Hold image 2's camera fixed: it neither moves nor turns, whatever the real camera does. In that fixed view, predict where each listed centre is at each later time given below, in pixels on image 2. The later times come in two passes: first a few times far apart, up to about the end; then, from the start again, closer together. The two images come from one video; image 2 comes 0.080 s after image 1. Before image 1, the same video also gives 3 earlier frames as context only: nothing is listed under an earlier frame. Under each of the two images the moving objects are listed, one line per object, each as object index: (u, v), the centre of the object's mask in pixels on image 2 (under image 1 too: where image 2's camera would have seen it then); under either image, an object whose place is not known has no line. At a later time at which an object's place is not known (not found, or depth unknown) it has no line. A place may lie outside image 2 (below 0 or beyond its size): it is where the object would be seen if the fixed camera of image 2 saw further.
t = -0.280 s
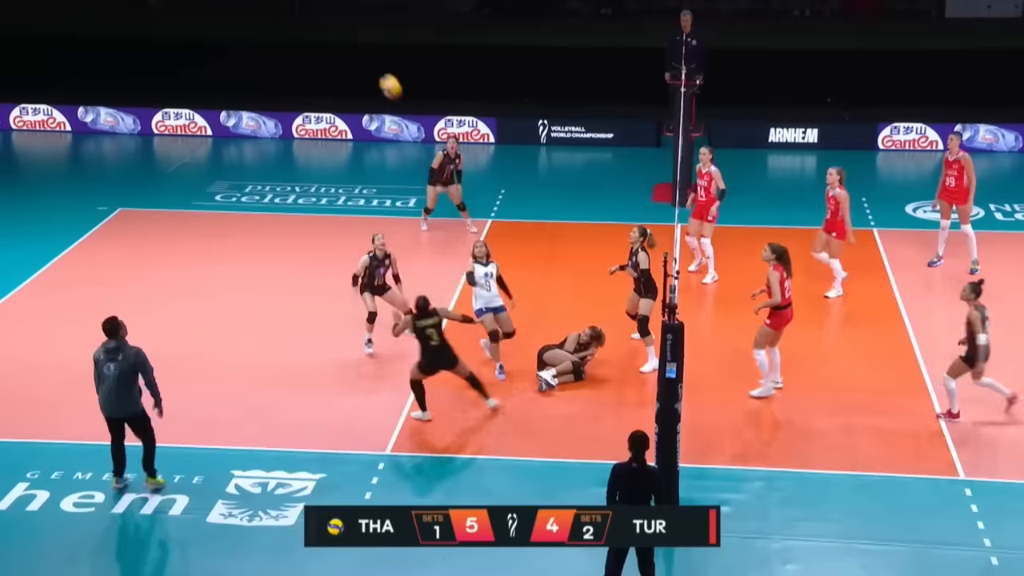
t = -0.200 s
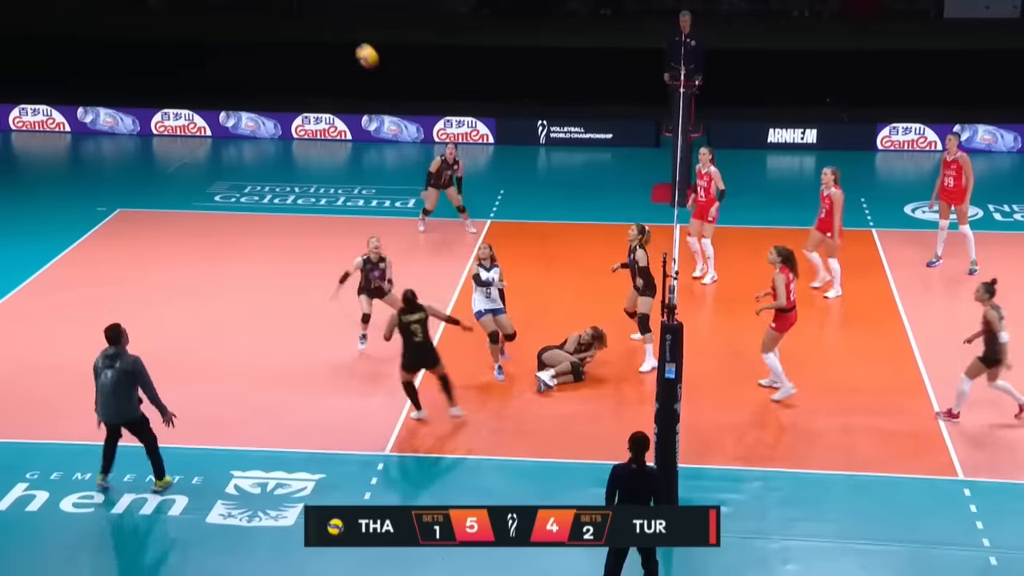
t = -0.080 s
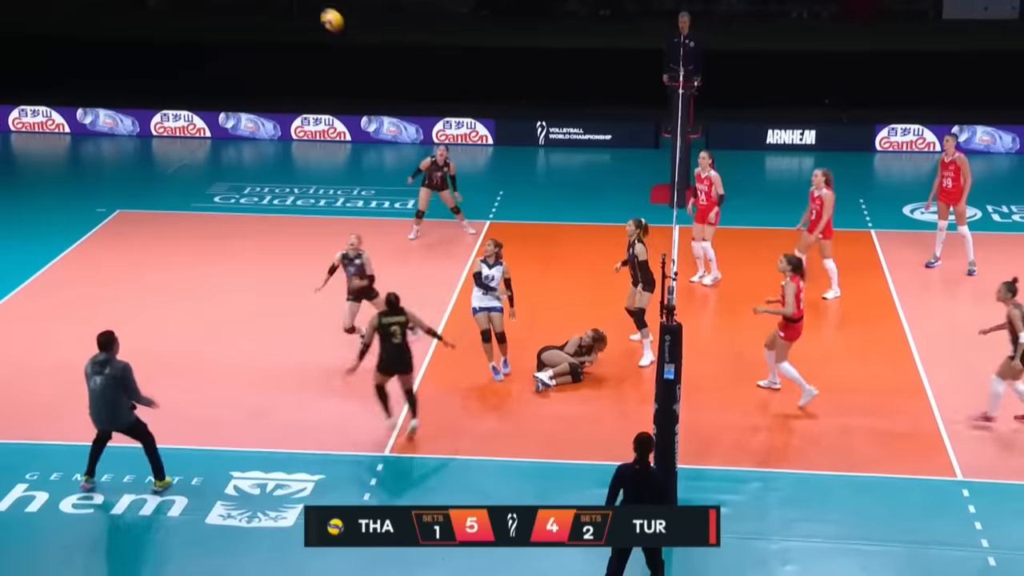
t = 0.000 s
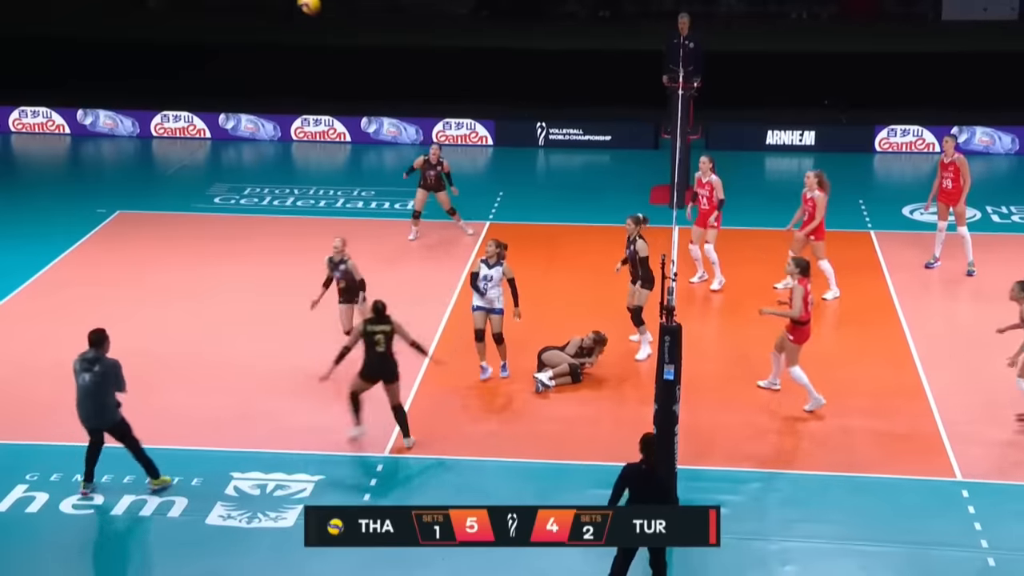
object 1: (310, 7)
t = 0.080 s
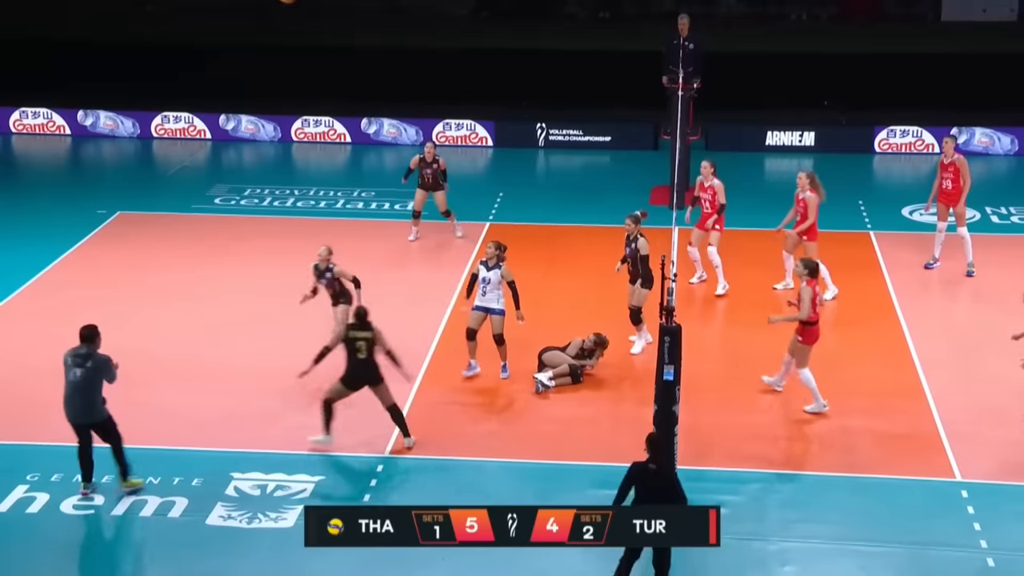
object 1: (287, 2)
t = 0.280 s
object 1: (229, 0)
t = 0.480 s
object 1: (177, 26)
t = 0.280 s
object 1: (229, 0)
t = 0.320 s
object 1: (218, 1)
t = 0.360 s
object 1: (207, 2)
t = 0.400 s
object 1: (197, 5)
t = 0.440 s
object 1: (187, 15)
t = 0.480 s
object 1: (177, 26)
